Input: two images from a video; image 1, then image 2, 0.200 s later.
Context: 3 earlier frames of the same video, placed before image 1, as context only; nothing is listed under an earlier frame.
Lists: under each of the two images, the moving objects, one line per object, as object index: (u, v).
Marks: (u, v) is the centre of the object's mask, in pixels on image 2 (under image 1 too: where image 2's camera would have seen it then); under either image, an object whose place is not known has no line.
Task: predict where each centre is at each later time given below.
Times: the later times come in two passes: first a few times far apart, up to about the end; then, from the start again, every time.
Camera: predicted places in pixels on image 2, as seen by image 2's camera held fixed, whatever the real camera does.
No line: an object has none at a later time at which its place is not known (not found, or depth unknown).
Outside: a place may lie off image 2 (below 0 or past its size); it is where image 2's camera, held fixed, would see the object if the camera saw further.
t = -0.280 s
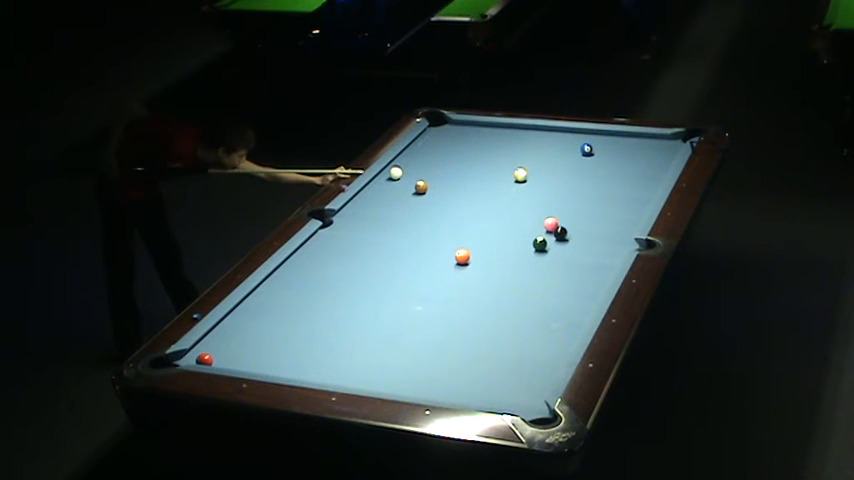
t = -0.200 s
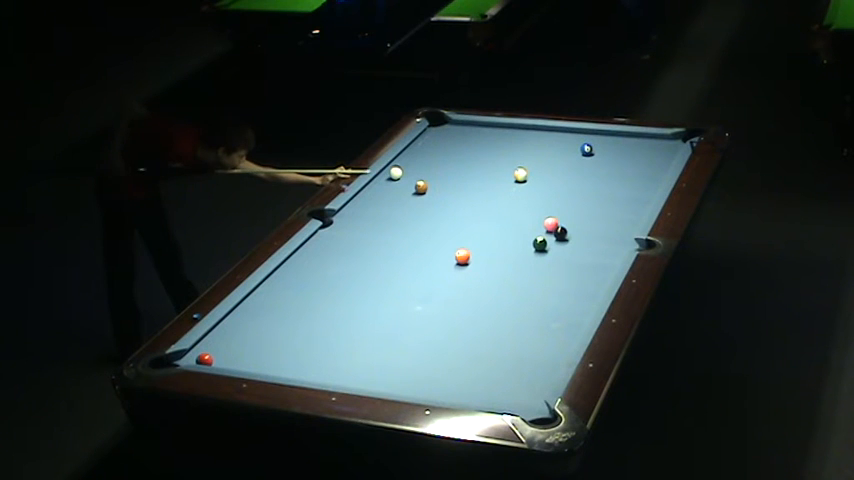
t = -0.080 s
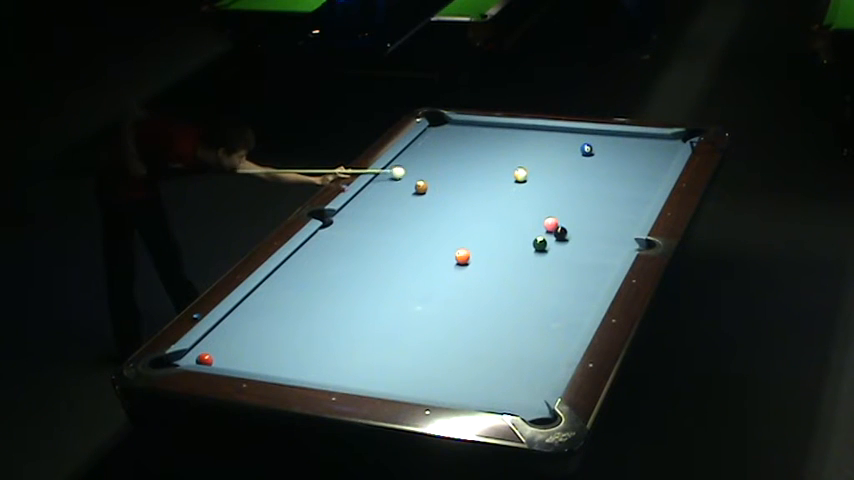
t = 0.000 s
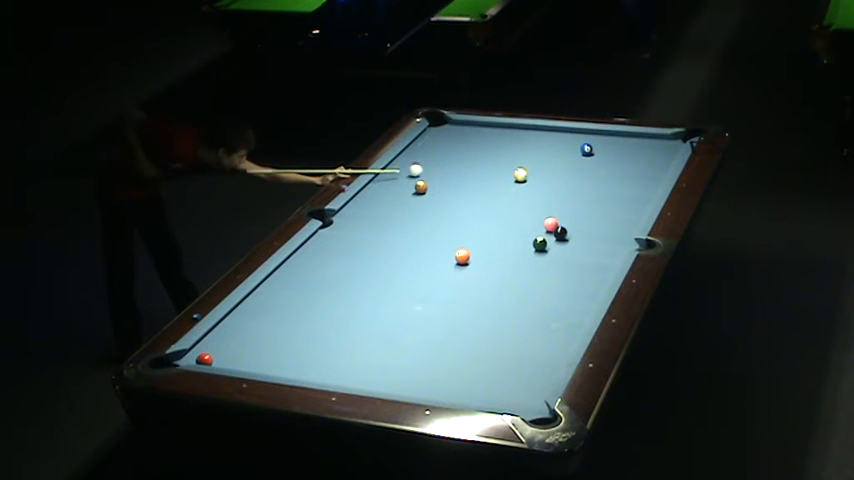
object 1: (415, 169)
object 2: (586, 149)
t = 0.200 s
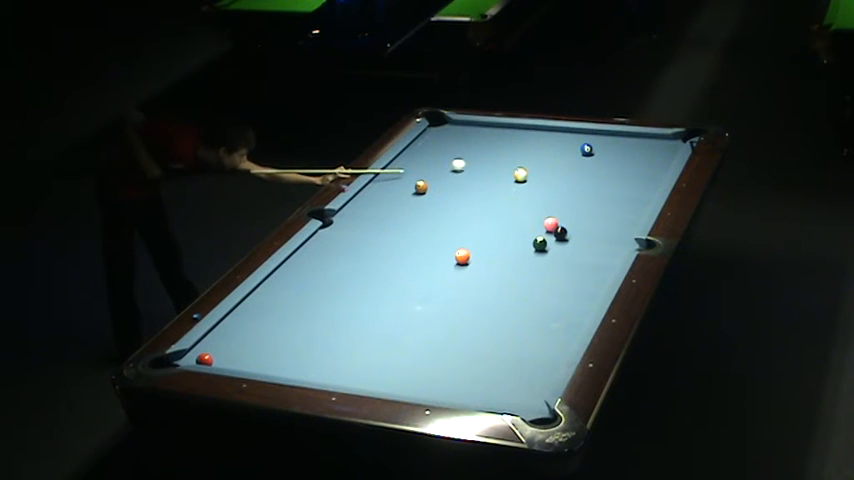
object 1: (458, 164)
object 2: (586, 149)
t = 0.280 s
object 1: (475, 162)
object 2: (586, 149)
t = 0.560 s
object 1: (532, 155)
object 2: (586, 149)
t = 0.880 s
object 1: (577, 150)
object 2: (603, 148)
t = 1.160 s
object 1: (587, 148)
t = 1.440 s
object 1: (596, 147)
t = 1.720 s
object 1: (604, 146)
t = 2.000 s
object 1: (610, 146)
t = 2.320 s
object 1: (617, 145)
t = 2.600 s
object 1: (621, 144)
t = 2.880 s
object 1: (624, 144)
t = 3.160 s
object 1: (625, 144)
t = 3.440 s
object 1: (626, 144)
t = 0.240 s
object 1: (466, 163)
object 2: (586, 149)
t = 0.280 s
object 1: (475, 162)
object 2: (586, 149)
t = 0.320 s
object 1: (483, 161)
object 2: (586, 149)
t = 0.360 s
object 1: (491, 160)
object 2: (586, 149)
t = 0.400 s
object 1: (500, 159)
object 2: (586, 149)
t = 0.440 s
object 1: (508, 158)
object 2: (586, 149)
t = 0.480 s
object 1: (516, 157)
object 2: (586, 149)
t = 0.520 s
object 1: (524, 156)
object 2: (586, 149)
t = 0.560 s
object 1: (532, 155)
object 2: (586, 149)
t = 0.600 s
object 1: (540, 154)
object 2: (586, 149)
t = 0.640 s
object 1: (548, 153)
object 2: (586, 149)
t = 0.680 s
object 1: (556, 152)
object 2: (586, 149)
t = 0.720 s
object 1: (564, 151)
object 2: (586, 149)
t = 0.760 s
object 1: (572, 150)
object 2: (587, 149)
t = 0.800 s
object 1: (574, 150)
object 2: (591, 149)
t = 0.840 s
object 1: (575, 150)
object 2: (598, 148)
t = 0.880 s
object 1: (577, 150)
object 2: (603, 148)
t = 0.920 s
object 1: (579, 149)
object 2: (608, 147)
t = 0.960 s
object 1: (580, 149)
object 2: (613, 146)
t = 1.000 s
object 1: (582, 149)
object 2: (617, 146)
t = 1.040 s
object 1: (583, 149)
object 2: (622, 145)
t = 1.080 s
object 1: (584, 148)
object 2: (627, 144)
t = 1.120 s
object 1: (586, 148)
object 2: (631, 144)
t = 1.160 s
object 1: (587, 148)
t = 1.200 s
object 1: (588, 148)
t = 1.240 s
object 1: (590, 148)
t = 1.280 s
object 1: (591, 148)
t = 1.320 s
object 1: (593, 147)
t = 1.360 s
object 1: (594, 147)
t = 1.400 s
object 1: (595, 147)
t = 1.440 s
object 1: (596, 147)
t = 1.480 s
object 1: (597, 147)
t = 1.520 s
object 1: (598, 147)
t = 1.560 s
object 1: (600, 147)
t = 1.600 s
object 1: (601, 147)
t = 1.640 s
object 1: (602, 146)
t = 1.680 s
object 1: (603, 146)
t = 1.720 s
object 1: (604, 146)
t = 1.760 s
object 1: (605, 146)
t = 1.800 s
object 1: (606, 146)
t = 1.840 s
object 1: (607, 146)
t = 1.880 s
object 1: (608, 146)
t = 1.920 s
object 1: (609, 145)
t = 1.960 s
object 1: (610, 146)
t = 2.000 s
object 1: (610, 146)
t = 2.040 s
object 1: (612, 145)
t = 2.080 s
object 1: (612, 145)
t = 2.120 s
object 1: (613, 145)
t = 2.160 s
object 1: (614, 145)
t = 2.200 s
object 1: (614, 145)
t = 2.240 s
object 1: (615, 145)
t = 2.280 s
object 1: (616, 145)
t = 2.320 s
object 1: (617, 145)
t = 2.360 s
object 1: (617, 145)
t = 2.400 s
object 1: (618, 145)
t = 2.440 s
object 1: (619, 144)
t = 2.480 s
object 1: (619, 144)
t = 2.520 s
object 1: (620, 144)
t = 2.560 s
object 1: (620, 144)
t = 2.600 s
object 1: (621, 144)
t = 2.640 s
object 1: (621, 144)
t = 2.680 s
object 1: (622, 144)
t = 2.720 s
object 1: (622, 144)
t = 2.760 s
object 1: (623, 144)
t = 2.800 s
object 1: (623, 144)
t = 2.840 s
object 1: (623, 144)
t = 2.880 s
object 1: (624, 144)
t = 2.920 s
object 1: (624, 144)
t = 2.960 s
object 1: (624, 144)
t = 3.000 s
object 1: (624, 144)
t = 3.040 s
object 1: (625, 144)
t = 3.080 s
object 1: (625, 144)
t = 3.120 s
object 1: (625, 144)
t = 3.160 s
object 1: (625, 144)
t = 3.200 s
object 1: (625, 144)
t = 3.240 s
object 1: (625, 144)
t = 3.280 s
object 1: (626, 144)
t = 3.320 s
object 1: (625, 144)
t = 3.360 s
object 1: (626, 144)
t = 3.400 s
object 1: (626, 144)
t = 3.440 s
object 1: (626, 144)
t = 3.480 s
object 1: (626, 144)
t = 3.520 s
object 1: (626, 144)
